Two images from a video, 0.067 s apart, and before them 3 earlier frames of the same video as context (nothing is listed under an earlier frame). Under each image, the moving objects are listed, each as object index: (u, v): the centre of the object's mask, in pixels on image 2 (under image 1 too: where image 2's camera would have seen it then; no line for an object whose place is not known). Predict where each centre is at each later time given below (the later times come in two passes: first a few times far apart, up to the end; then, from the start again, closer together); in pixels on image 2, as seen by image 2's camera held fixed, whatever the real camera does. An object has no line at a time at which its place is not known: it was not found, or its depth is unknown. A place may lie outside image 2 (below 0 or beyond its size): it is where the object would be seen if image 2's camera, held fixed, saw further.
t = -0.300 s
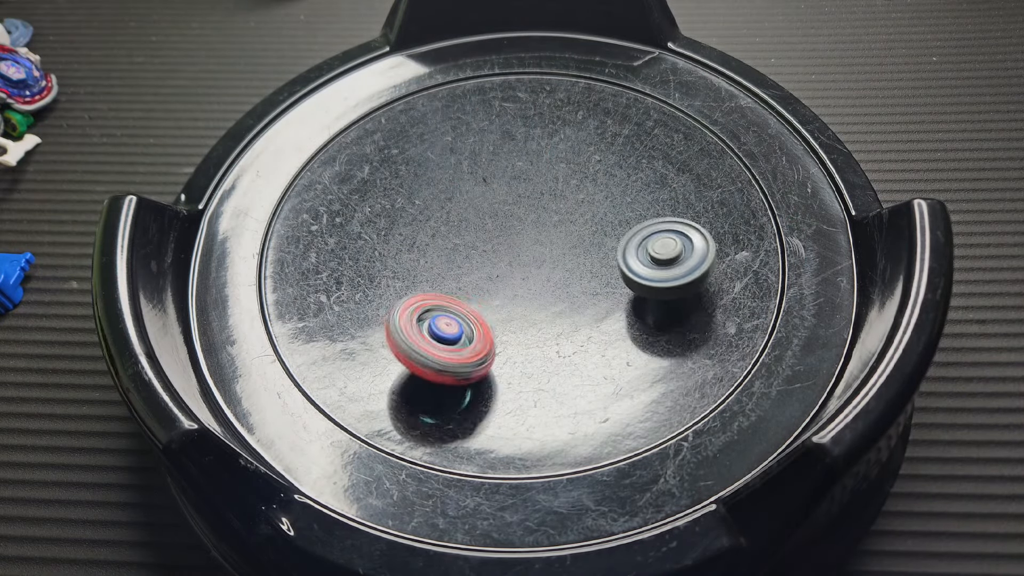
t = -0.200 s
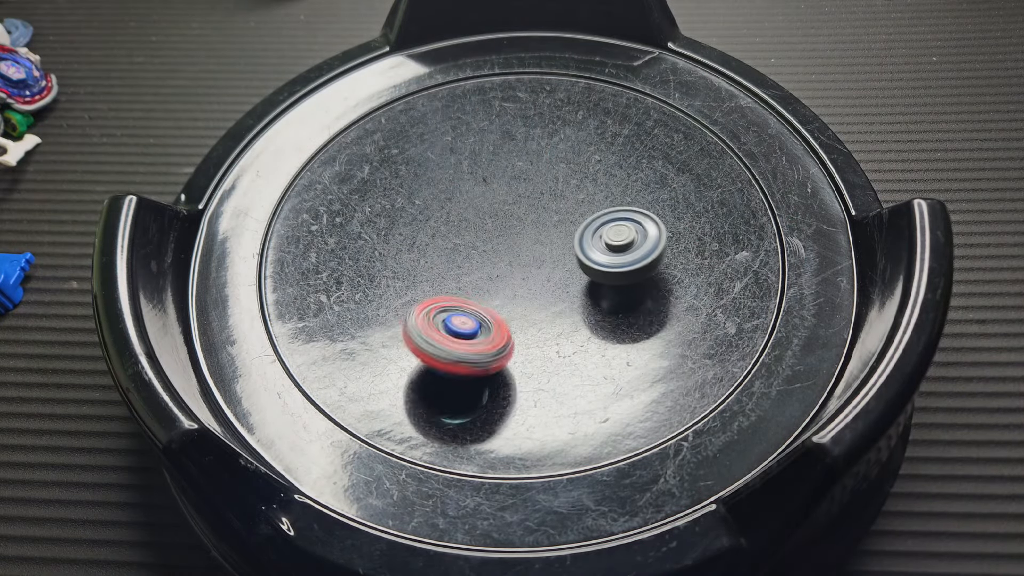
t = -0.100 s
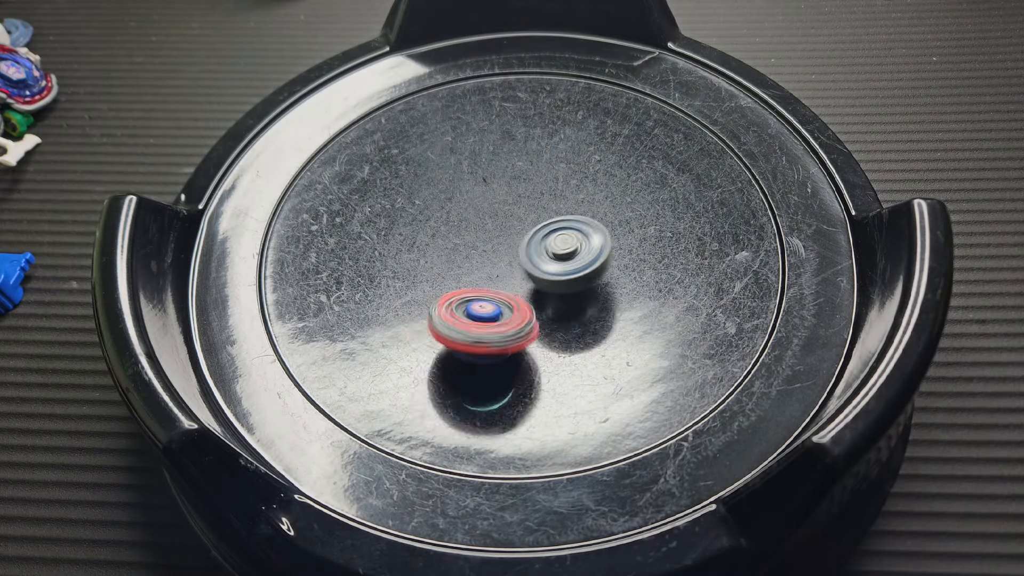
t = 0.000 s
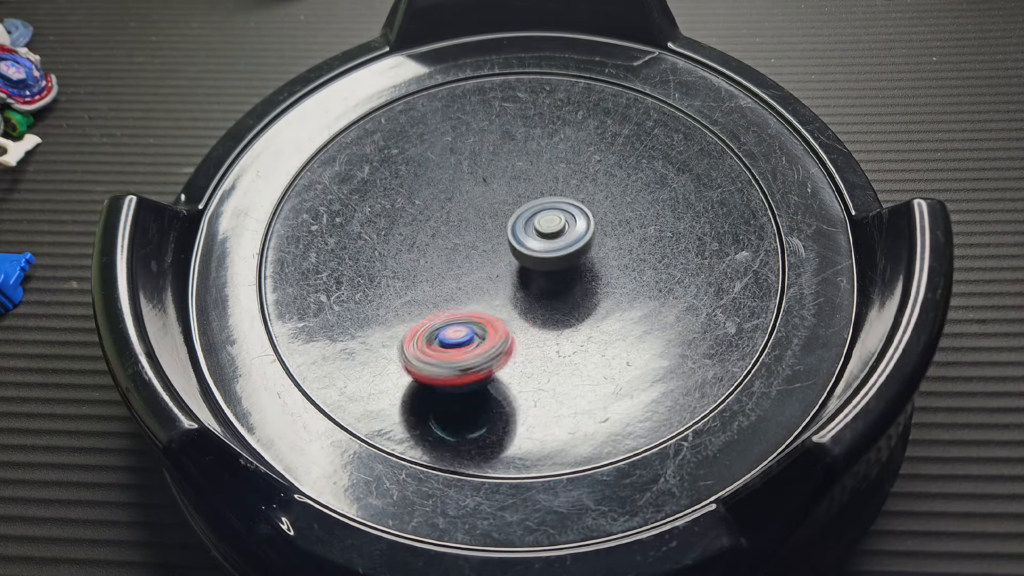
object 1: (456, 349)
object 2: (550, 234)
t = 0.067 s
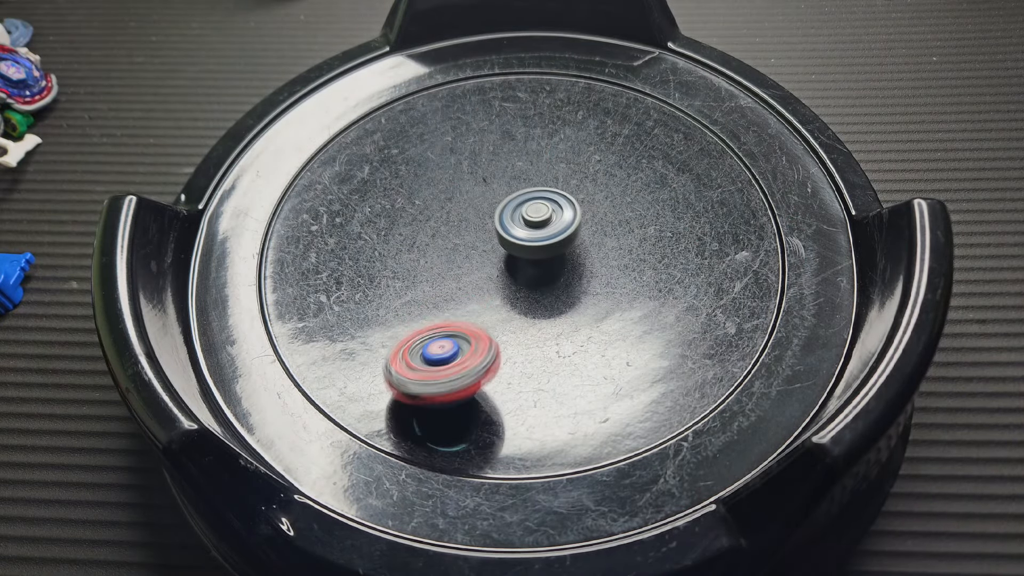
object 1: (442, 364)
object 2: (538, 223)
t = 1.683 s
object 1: (621, 237)
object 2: (450, 225)
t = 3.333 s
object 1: (462, 256)
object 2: (591, 224)
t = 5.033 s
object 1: (519, 214)
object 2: (463, 300)
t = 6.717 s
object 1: (482, 248)
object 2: (488, 162)
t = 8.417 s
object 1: (509, 233)
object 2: (497, 310)
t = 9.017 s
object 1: (567, 218)
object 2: (398, 249)
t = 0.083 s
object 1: (440, 363)
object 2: (532, 223)
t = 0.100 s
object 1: (440, 363)
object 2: (525, 223)
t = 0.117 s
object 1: (439, 362)
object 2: (517, 223)
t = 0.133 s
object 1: (440, 361)
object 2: (509, 225)
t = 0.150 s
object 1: (440, 359)
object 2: (500, 228)
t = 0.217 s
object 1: (447, 342)
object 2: (464, 243)
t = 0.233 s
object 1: (449, 336)
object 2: (456, 249)
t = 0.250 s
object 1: (451, 331)
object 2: (448, 252)
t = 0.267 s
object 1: (454, 333)
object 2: (442, 251)
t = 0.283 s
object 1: (456, 337)
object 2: (436, 249)
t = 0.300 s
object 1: (459, 339)
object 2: (432, 246)
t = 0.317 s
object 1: (462, 339)
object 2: (427, 245)
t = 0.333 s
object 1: (464, 339)
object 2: (424, 244)
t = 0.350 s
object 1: (466, 338)
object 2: (420, 244)
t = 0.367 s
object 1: (468, 336)
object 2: (418, 245)
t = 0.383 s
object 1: (469, 334)
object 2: (416, 246)
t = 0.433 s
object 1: (471, 327)
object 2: (411, 255)
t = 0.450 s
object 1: (471, 324)
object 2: (410, 258)
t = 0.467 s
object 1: (474, 324)
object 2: (408, 260)
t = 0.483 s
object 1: (492, 339)
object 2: (397, 248)
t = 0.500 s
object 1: (512, 354)
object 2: (387, 238)
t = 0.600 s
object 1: (615, 405)
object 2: (357, 197)
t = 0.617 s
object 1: (628, 407)
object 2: (355, 194)
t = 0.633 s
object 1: (638, 408)
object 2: (353, 192)
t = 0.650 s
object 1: (647, 407)
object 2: (351, 191)
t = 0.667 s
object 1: (654, 405)
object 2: (350, 191)
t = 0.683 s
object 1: (659, 403)
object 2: (349, 191)
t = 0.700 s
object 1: (661, 398)
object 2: (349, 193)
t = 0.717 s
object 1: (662, 395)
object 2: (348, 194)
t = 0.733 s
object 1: (661, 389)
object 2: (348, 197)
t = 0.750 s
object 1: (659, 384)
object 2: (348, 199)
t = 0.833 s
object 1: (638, 354)
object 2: (350, 218)
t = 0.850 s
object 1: (631, 347)
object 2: (351, 222)
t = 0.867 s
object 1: (624, 340)
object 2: (352, 227)
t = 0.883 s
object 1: (616, 333)
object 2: (354, 231)
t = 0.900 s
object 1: (608, 326)
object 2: (356, 236)
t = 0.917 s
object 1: (601, 319)
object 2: (359, 240)
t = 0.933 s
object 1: (593, 311)
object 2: (362, 244)
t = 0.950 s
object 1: (585, 304)
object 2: (366, 247)
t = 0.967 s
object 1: (577, 297)
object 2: (370, 251)
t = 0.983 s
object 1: (569, 290)
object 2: (376, 254)
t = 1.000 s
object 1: (560, 283)
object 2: (382, 257)
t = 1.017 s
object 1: (553, 277)
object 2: (388, 259)
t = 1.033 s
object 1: (545, 270)
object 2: (396, 260)
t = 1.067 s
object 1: (532, 259)
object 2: (412, 261)
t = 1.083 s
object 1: (524, 253)
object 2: (419, 261)
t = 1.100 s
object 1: (521, 248)
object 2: (425, 259)
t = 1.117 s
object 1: (533, 240)
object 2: (413, 258)
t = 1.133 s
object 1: (550, 230)
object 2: (403, 258)
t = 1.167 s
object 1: (576, 217)
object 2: (389, 255)
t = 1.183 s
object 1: (588, 211)
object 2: (386, 253)
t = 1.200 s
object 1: (597, 206)
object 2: (384, 252)
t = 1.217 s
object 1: (606, 201)
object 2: (385, 251)
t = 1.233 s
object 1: (613, 197)
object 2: (387, 249)
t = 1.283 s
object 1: (626, 189)
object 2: (398, 247)
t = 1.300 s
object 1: (626, 189)
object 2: (403, 246)
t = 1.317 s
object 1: (627, 189)
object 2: (408, 246)
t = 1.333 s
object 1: (625, 189)
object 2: (414, 246)
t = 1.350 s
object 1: (624, 190)
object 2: (419, 245)
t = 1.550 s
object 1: (585, 218)
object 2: (475, 237)
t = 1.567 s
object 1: (582, 221)
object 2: (478, 236)
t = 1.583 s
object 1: (578, 223)
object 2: (480, 235)
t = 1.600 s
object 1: (581, 224)
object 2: (476, 232)
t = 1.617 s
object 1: (592, 227)
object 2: (468, 231)
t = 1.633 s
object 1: (602, 229)
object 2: (461, 230)
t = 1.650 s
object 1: (610, 232)
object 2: (456, 228)
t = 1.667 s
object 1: (616, 234)
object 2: (452, 226)
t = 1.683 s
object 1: (621, 237)
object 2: (450, 225)
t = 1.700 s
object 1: (624, 238)
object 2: (450, 224)
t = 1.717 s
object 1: (624, 240)
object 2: (449, 223)
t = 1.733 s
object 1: (625, 242)
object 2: (450, 222)
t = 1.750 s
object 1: (624, 243)
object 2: (451, 221)
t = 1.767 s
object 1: (623, 245)
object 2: (452, 221)
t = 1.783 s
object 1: (621, 246)
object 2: (454, 220)
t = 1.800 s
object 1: (619, 248)
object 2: (456, 220)
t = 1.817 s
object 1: (617, 249)
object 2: (459, 220)
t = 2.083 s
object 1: (582, 262)
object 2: (498, 222)
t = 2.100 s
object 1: (580, 262)
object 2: (499, 221)
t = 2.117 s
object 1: (579, 263)
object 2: (501, 220)
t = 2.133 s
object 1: (579, 272)
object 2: (503, 212)
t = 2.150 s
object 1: (580, 281)
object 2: (502, 205)
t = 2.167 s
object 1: (580, 291)
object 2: (502, 198)
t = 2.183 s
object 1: (578, 299)
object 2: (502, 193)
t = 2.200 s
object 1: (576, 305)
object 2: (502, 189)
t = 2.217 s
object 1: (573, 311)
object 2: (502, 183)
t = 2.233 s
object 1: (570, 316)
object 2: (502, 179)
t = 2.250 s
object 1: (568, 319)
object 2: (500, 176)
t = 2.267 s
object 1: (565, 321)
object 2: (498, 174)
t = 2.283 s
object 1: (563, 322)
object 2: (496, 173)
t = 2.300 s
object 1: (561, 322)
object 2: (494, 172)
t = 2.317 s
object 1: (560, 322)
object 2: (493, 172)
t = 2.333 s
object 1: (557, 321)
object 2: (492, 172)
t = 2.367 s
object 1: (553, 319)
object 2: (491, 174)
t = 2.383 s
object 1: (552, 318)
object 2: (490, 176)
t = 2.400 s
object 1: (549, 316)
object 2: (489, 177)
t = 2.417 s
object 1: (548, 314)
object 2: (489, 179)
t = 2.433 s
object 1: (546, 312)
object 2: (489, 181)
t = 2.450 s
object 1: (544, 311)
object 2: (489, 183)
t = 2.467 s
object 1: (542, 308)
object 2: (489, 185)
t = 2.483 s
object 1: (540, 307)
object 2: (490, 188)
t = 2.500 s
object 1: (538, 305)
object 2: (491, 190)
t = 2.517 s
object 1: (536, 303)
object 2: (493, 193)
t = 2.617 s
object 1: (525, 291)
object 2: (504, 207)
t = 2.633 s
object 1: (524, 289)
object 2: (507, 209)
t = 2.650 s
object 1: (523, 288)
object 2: (509, 210)
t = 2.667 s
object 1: (522, 286)
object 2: (512, 211)
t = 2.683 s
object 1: (519, 287)
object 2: (516, 212)
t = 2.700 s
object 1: (516, 288)
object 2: (521, 211)
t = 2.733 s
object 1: (512, 289)
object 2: (529, 210)
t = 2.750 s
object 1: (510, 289)
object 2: (532, 211)
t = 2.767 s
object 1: (509, 289)
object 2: (535, 211)
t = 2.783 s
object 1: (507, 288)
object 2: (538, 212)
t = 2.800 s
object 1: (507, 287)
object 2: (541, 212)
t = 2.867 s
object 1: (503, 282)
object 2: (549, 212)
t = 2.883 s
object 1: (502, 280)
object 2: (551, 213)
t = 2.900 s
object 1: (502, 279)
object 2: (552, 213)
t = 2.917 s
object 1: (499, 278)
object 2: (554, 213)
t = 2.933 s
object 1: (495, 277)
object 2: (558, 214)
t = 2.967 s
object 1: (488, 276)
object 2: (565, 213)
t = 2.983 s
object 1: (486, 275)
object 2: (567, 212)
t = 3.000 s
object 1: (484, 274)
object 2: (568, 212)
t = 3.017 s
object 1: (483, 273)
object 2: (570, 212)
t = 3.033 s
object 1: (482, 272)
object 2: (571, 212)
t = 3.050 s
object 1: (482, 271)
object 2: (572, 212)
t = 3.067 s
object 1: (481, 269)
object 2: (574, 212)
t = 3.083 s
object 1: (481, 268)
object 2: (575, 212)
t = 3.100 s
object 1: (480, 267)
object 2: (575, 212)
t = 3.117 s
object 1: (481, 266)
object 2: (575, 213)
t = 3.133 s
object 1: (480, 265)
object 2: (576, 214)
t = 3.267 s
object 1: (483, 256)
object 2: (575, 223)
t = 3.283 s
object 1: (484, 255)
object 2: (575, 225)
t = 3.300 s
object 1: (484, 254)
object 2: (575, 226)
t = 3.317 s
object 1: (475, 255)
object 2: (582, 225)
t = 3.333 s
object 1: (462, 256)
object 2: (591, 224)
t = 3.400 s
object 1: (432, 259)
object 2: (610, 225)
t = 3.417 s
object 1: (429, 259)
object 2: (611, 225)
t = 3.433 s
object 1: (427, 260)
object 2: (612, 225)
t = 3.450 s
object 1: (426, 260)
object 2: (612, 225)
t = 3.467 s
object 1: (426, 261)
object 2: (612, 226)
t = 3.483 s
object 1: (426, 260)
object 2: (611, 227)
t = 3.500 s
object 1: (428, 260)
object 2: (611, 228)
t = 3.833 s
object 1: (470, 249)
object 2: (576, 257)
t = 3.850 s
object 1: (472, 249)
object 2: (574, 258)
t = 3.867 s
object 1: (474, 248)
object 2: (571, 259)
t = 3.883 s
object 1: (470, 246)
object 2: (573, 261)
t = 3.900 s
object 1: (463, 243)
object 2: (579, 264)
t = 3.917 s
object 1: (456, 240)
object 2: (584, 266)
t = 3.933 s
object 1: (451, 238)
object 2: (587, 268)
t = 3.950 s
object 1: (448, 236)
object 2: (588, 270)
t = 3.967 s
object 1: (445, 234)
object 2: (588, 271)
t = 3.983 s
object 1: (444, 234)
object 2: (588, 273)
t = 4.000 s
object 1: (443, 233)
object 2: (588, 274)
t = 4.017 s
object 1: (444, 233)
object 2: (588, 275)
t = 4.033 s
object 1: (444, 233)
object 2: (587, 276)
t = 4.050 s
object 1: (446, 233)
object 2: (585, 277)
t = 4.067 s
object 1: (447, 233)
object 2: (583, 277)
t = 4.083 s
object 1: (450, 233)
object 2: (582, 278)
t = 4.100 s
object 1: (452, 233)
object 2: (580, 279)
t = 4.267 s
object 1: (474, 231)
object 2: (553, 284)
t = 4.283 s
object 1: (476, 231)
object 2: (550, 284)
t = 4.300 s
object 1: (478, 231)
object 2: (548, 285)
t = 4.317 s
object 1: (480, 230)
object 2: (545, 285)
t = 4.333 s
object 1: (482, 229)
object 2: (542, 286)
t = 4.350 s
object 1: (482, 224)
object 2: (541, 291)
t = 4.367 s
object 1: (483, 220)
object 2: (539, 295)
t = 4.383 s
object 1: (483, 217)
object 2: (537, 298)
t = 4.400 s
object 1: (484, 216)
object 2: (536, 300)
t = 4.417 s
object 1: (484, 214)
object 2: (533, 301)
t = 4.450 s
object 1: (486, 213)
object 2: (528, 305)
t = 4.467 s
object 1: (487, 212)
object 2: (526, 306)
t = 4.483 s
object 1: (488, 212)
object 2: (525, 306)
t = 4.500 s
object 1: (490, 212)
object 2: (523, 306)
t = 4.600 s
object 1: (496, 215)
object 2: (513, 306)
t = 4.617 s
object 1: (498, 215)
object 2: (511, 306)
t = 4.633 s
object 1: (498, 216)
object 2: (510, 306)
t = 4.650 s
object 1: (500, 216)
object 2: (509, 305)
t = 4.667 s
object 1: (500, 217)
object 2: (507, 305)
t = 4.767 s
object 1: (505, 220)
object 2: (496, 299)
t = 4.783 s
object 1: (506, 221)
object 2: (494, 299)
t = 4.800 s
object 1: (507, 221)
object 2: (493, 298)
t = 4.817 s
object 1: (508, 220)
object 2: (492, 298)
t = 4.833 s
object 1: (510, 218)
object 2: (488, 302)
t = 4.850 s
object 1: (512, 214)
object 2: (484, 304)
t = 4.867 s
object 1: (514, 212)
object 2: (481, 306)
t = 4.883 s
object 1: (515, 210)
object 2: (478, 306)
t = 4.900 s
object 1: (516, 209)
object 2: (476, 307)
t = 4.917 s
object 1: (516, 209)
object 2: (474, 307)
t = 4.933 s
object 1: (517, 209)
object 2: (471, 306)
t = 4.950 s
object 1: (517, 209)
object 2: (469, 306)
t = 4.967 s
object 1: (517, 210)
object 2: (468, 305)
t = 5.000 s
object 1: (518, 211)
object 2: (466, 302)
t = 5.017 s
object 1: (518, 213)
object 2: (464, 301)
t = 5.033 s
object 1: (519, 214)
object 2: (463, 300)
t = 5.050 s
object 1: (520, 216)
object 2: (463, 298)
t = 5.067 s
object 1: (520, 217)
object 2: (462, 297)
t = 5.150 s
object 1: (523, 223)
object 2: (460, 287)
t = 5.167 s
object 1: (523, 224)
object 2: (459, 285)
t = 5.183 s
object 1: (524, 225)
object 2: (458, 283)
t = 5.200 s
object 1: (526, 226)
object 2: (456, 281)
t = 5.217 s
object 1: (529, 226)
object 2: (454, 279)
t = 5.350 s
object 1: (535, 230)
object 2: (445, 263)
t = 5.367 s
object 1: (538, 231)
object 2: (443, 261)
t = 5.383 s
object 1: (542, 232)
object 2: (441, 259)
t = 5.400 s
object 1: (544, 234)
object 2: (439, 256)
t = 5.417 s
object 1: (546, 236)
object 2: (437, 255)
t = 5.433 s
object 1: (549, 238)
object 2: (437, 254)
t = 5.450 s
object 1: (550, 240)
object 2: (437, 252)
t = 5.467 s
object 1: (552, 243)
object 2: (436, 251)
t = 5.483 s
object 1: (552, 245)
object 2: (436, 249)
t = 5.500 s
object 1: (553, 246)
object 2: (437, 248)
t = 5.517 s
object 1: (553, 247)
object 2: (438, 247)
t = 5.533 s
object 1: (553, 248)
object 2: (438, 245)
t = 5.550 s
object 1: (553, 249)
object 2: (438, 244)
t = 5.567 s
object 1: (553, 250)
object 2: (439, 243)
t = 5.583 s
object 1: (552, 251)
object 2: (441, 242)
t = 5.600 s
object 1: (552, 251)
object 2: (442, 240)
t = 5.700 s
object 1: (547, 252)
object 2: (450, 234)
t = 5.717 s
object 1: (546, 252)
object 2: (452, 234)
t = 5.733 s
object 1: (546, 252)
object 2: (454, 232)
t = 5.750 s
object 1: (547, 253)
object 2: (453, 229)
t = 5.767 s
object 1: (547, 254)
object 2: (454, 227)
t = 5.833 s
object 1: (547, 256)
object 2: (459, 221)
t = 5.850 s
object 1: (546, 255)
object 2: (461, 220)
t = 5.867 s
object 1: (545, 256)
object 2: (463, 218)
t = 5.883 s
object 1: (550, 258)
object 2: (460, 214)
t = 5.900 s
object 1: (556, 261)
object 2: (457, 210)
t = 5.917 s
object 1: (560, 264)
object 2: (455, 207)
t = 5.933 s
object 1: (564, 266)
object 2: (455, 204)
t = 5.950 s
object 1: (568, 268)
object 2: (455, 202)
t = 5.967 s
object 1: (571, 269)
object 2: (455, 201)
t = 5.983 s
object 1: (573, 270)
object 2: (456, 200)
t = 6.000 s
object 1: (573, 270)
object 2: (457, 199)
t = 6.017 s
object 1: (574, 270)
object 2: (457, 198)
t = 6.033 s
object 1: (574, 270)
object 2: (457, 198)
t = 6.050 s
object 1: (574, 270)
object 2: (458, 198)
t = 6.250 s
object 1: (556, 256)
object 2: (482, 200)
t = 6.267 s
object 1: (555, 254)
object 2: (484, 200)
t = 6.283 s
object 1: (553, 251)
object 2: (486, 199)
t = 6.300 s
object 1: (558, 254)
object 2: (484, 195)
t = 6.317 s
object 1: (568, 263)
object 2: (478, 184)
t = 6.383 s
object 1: (598, 294)
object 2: (464, 156)
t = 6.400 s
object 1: (601, 298)
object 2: (462, 153)
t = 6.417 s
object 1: (603, 302)
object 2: (462, 152)
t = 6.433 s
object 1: (602, 305)
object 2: (462, 152)
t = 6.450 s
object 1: (600, 307)
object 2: (462, 151)
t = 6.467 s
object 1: (595, 309)
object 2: (462, 151)
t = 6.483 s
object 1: (588, 309)
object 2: (463, 151)
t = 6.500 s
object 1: (581, 308)
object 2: (463, 151)
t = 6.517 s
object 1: (572, 306)
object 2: (463, 152)
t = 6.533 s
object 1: (564, 304)
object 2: (464, 152)
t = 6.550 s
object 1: (555, 301)
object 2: (466, 152)
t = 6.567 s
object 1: (546, 298)
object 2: (467, 153)
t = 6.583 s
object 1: (537, 294)
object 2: (468, 154)
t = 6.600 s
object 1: (528, 288)
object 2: (470, 155)
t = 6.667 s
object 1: (495, 262)
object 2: (479, 163)
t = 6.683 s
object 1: (490, 254)
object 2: (482, 166)
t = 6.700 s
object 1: (485, 246)
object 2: (484, 167)
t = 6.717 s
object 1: (482, 248)
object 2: (488, 162)
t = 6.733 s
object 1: (478, 261)
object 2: (490, 148)
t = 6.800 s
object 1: (469, 311)
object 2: (501, 112)
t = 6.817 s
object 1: (467, 320)
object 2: (503, 108)
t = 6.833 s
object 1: (464, 328)
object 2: (505, 105)
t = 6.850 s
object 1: (461, 333)
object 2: (505, 104)
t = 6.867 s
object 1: (457, 338)
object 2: (505, 103)
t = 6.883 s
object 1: (453, 341)
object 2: (505, 102)
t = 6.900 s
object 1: (449, 343)
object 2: (505, 102)
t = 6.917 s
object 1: (445, 343)
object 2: (505, 102)
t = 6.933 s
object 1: (441, 343)
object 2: (505, 103)
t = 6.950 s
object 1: (438, 342)
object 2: (505, 103)
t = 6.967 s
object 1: (436, 340)
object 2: (505, 104)
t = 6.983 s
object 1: (435, 338)
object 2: (506, 106)
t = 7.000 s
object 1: (435, 336)
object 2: (507, 107)
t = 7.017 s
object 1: (435, 334)
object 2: (508, 109)
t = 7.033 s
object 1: (435, 332)
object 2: (509, 112)
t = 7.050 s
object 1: (436, 329)
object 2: (511, 114)
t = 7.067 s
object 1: (437, 326)
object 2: (511, 117)
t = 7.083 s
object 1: (438, 323)
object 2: (512, 122)
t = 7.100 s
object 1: (440, 320)
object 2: (515, 126)
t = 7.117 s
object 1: (441, 317)
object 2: (516, 130)
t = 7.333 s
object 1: (464, 280)
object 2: (535, 201)
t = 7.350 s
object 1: (465, 277)
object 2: (536, 205)
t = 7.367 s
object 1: (467, 276)
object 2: (537, 211)
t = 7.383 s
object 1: (468, 274)
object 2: (539, 215)
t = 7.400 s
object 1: (469, 272)
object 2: (541, 218)
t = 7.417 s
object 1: (469, 270)
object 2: (543, 223)
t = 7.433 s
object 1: (466, 270)
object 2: (548, 227)
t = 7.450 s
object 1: (464, 268)
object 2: (551, 229)
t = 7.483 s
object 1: (463, 267)
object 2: (557, 238)
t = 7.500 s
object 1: (463, 266)
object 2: (559, 240)
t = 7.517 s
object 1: (463, 265)
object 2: (561, 243)
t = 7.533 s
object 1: (464, 265)
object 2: (564, 246)
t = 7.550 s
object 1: (464, 264)
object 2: (566, 249)
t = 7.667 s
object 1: (472, 256)
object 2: (576, 267)
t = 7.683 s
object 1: (474, 255)
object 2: (576, 270)
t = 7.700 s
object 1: (475, 254)
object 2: (578, 272)
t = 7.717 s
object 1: (476, 253)
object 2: (578, 275)
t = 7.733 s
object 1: (477, 252)
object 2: (578, 277)
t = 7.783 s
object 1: (480, 249)
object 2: (579, 285)
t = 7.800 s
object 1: (481, 248)
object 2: (580, 287)
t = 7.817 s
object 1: (482, 247)
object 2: (580, 289)
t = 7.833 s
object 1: (483, 246)
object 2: (579, 292)
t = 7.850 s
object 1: (484, 246)
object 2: (579, 294)
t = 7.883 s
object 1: (486, 244)
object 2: (577, 298)
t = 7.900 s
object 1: (487, 243)
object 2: (576, 300)
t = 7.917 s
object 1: (488, 242)
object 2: (575, 302)
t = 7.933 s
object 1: (488, 242)
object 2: (573, 304)
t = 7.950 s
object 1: (490, 241)
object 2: (572, 306)
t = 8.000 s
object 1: (492, 240)
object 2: (567, 310)
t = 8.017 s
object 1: (493, 239)
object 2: (566, 311)
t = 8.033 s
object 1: (494, 238)
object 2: (563, 312)
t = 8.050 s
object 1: (495, 238)
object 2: (561, 314)
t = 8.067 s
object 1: (495, 238)
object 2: (559, 315)
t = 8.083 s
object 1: (497, 237)
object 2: (556, 315)
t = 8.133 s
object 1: (498, 236)
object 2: (549, 317)
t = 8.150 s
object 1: (500, 236)
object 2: (545, 317)
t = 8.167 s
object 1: (500, 236)
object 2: (544, 318)
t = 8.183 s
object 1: (501, 235)
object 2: (541, 317)
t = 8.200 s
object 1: (501, 235)
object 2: (537, 318)
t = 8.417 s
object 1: (509, 233)
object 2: (497, 310)
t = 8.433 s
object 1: (510, 233)
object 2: (494, 309)
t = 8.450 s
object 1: (512, 232)
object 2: (488, 309)
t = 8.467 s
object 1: (515, 228)
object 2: (485, 310)
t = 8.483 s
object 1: (516, 226)
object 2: (481, 310)
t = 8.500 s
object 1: (518, 225)
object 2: (476, 310)
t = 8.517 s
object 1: (518, 223)
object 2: (474, 309)
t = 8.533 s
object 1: (519, 223)
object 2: (470, 308)
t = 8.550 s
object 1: (518, 223)
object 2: (466, 307)
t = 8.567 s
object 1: (519, 223)
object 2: (464, 306)
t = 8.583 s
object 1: (519, 223)
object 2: (461, 304)
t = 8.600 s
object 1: (519, 223)
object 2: (457, 303)
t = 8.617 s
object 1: (519, 223)
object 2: (456, 302)
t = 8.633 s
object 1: (519, 224)
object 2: (453, 299)
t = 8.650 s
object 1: (519, 225)
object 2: (450, 298)
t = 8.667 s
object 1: (520, 226)
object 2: (449, 296)
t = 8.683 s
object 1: (519, 226)
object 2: (447, 293)
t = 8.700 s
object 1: (520, 227)
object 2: (444, 291)
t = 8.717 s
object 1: (520, 228)
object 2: (444, 289)
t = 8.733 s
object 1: (520, 229)
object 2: (442, 286)
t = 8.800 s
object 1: (521, 232)
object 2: (437, 276)
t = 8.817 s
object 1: (521, 232)
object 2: (436, 273)
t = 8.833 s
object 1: (521, 233)
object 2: (435, 269)
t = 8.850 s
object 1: (528, 231)
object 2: (428, 268)
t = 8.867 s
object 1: (538, 228)
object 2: (421, 266)
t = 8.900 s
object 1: (553, 223)
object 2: (408, 263)
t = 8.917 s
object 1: (559, 221)
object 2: (405, 261)
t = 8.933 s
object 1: (563, 219)
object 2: (401, 259)
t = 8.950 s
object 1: (565, 218)
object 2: (400, 258)
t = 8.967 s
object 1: (567, 217)
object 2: (399, 255)
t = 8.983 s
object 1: (567, 217)
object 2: (397, 254)
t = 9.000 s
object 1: (567, 217)
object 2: (398, 252)
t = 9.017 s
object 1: (567, 218)
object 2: (398, 249)
